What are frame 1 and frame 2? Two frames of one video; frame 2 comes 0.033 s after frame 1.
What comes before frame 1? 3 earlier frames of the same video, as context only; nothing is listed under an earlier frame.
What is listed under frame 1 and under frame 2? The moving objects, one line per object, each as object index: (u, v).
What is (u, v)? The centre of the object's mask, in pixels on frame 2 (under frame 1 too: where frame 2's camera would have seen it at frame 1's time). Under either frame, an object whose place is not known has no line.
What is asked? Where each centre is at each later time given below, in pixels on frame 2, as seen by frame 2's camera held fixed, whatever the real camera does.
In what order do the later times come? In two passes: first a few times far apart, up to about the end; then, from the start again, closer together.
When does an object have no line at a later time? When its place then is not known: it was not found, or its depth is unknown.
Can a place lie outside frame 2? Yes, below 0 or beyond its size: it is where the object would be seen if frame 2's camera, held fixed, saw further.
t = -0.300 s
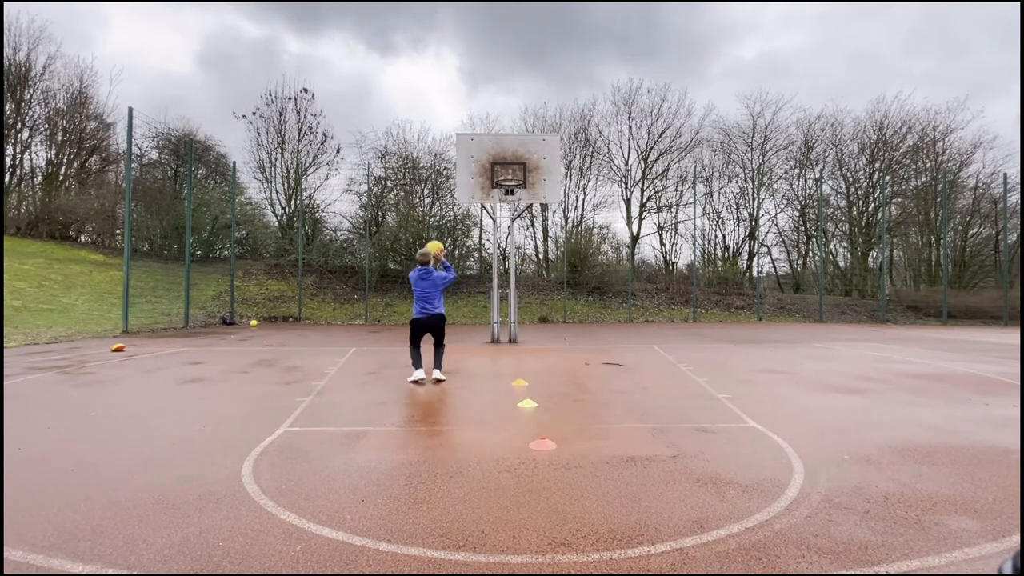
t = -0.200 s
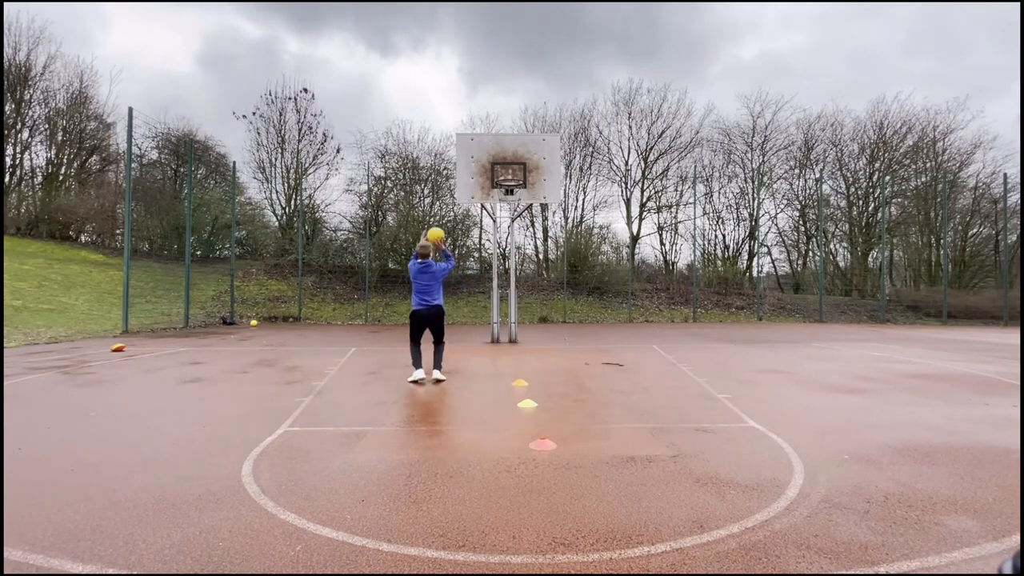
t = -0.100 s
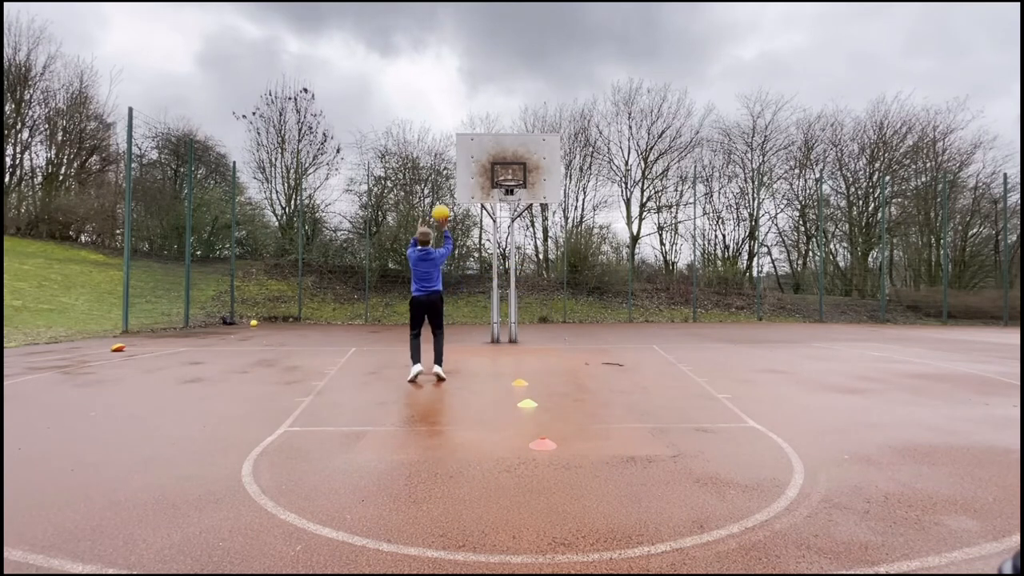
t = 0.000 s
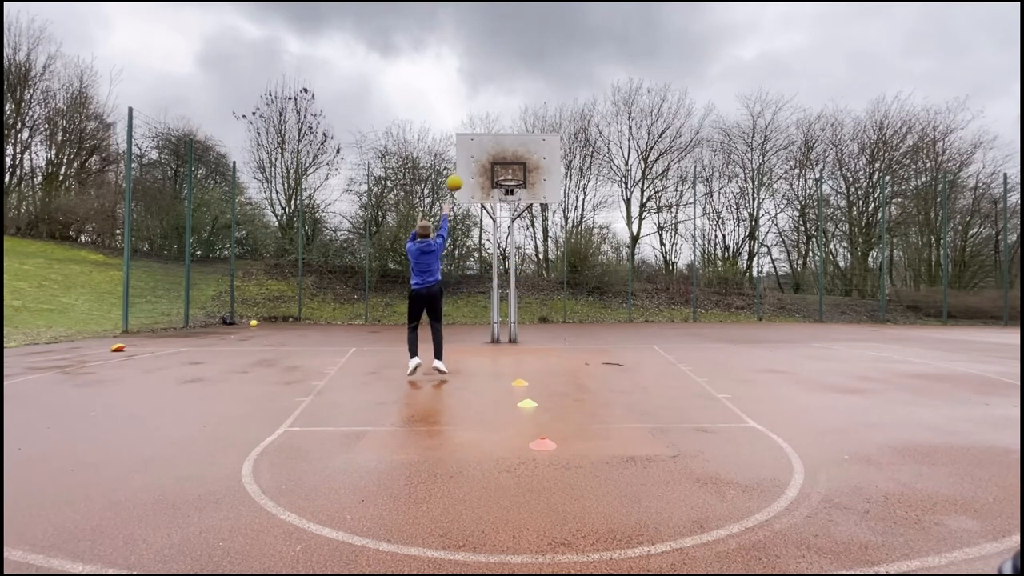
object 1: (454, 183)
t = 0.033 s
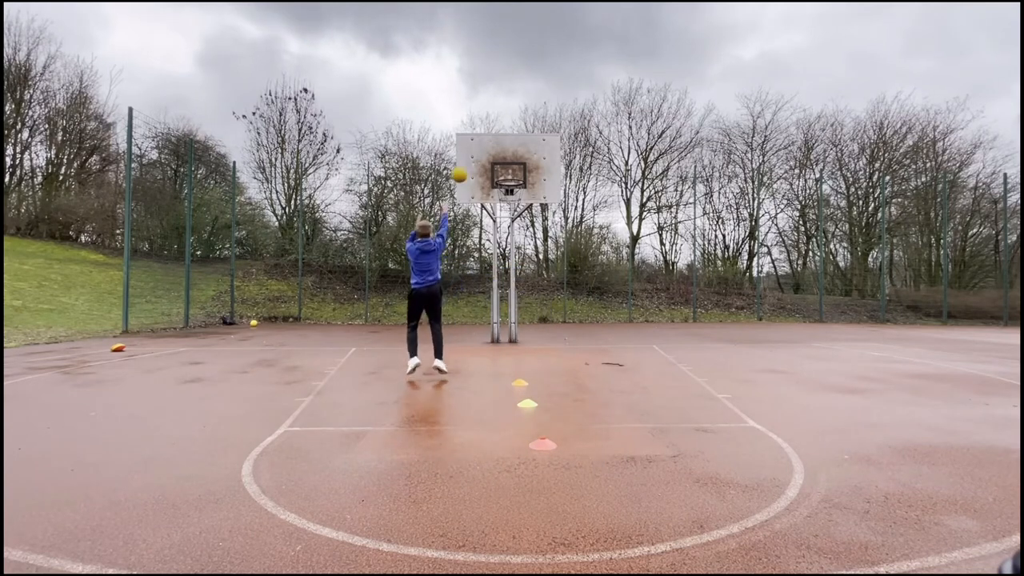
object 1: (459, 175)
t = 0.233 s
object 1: (484, 148)
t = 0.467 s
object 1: (507, 153)
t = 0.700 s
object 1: (525, 172)
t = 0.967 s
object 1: (560, 193)
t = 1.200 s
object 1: (599, 251)
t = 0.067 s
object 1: (464, 168)
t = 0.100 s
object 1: (468, 161)
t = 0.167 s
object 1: (476, 153)
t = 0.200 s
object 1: (480, 150)
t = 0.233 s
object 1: (484, 148)
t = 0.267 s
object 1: (488, 146)
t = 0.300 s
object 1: (491, 146)
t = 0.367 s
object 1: (498, 147)
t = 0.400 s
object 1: (501, 148)
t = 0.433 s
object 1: (504, 150)
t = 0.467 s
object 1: (507, 153)
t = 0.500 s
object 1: (510, 155)
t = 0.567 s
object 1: (515, 162)
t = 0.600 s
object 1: (518, 164)
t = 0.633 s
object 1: (520, 166)
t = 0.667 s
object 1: (523, 168)
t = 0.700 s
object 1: (525, 172)
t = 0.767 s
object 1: (532, 176)
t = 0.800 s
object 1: (537, 177)
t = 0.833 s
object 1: (542, 178)
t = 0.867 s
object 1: (546, 182)
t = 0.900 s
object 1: (551, 185)
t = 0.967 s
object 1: (560, 193)
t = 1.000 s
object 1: (566, 199)
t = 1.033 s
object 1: (570, 205)
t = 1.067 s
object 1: (577, 213)
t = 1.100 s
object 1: (582, 221)
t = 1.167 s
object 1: (593, 240)
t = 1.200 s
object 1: (599, 251)
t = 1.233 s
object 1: (605, 263)
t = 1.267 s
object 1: (611, 276)
